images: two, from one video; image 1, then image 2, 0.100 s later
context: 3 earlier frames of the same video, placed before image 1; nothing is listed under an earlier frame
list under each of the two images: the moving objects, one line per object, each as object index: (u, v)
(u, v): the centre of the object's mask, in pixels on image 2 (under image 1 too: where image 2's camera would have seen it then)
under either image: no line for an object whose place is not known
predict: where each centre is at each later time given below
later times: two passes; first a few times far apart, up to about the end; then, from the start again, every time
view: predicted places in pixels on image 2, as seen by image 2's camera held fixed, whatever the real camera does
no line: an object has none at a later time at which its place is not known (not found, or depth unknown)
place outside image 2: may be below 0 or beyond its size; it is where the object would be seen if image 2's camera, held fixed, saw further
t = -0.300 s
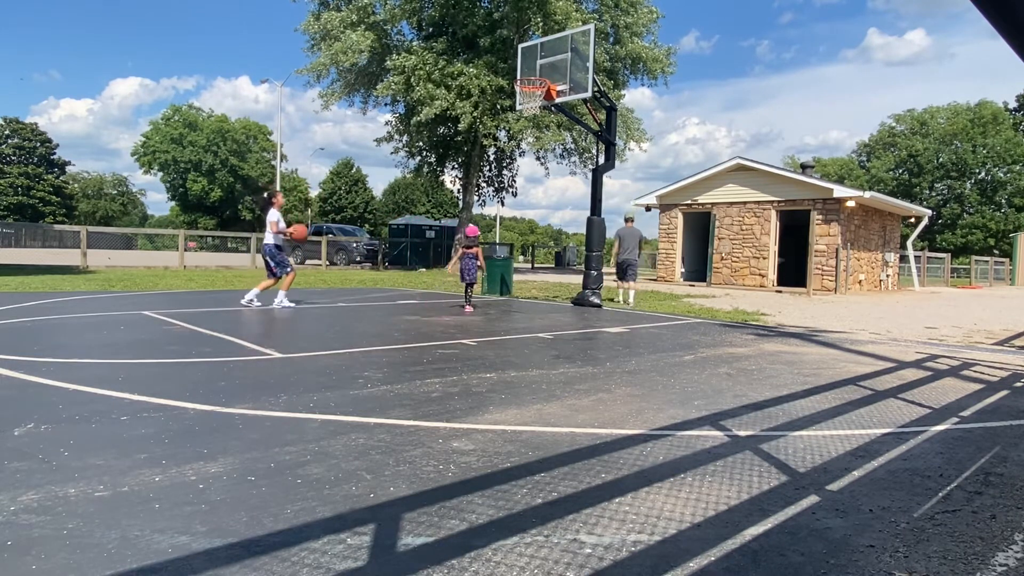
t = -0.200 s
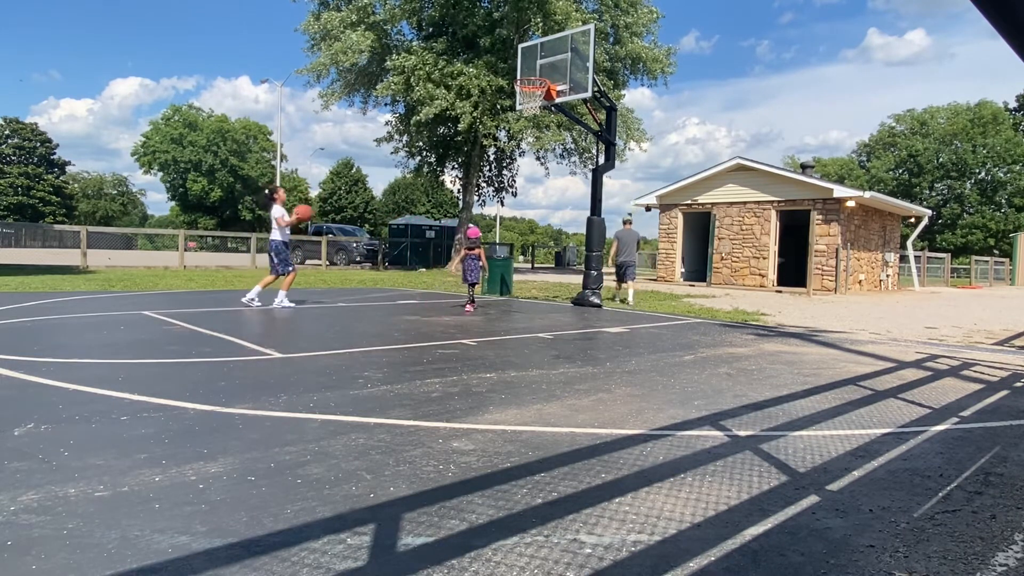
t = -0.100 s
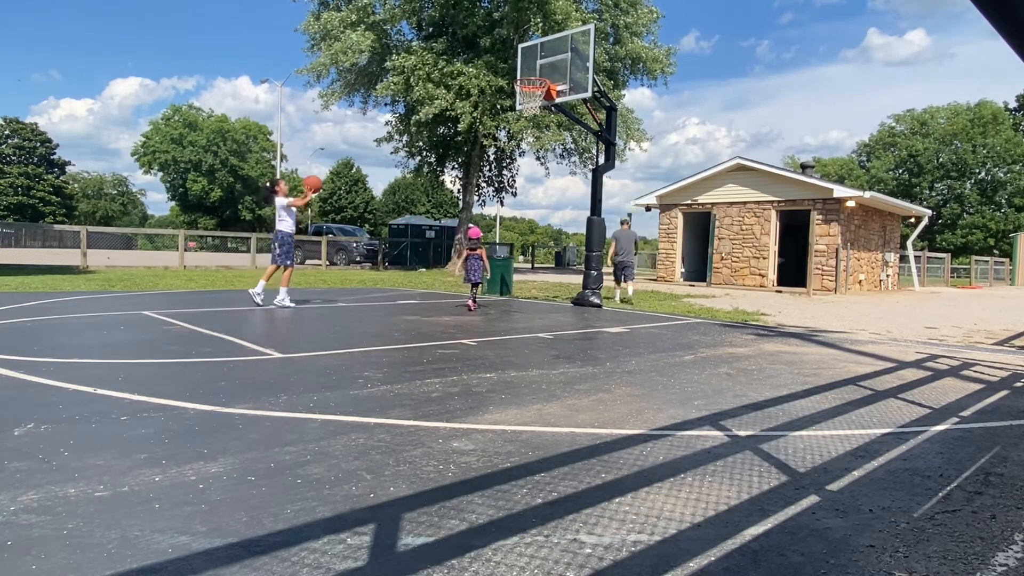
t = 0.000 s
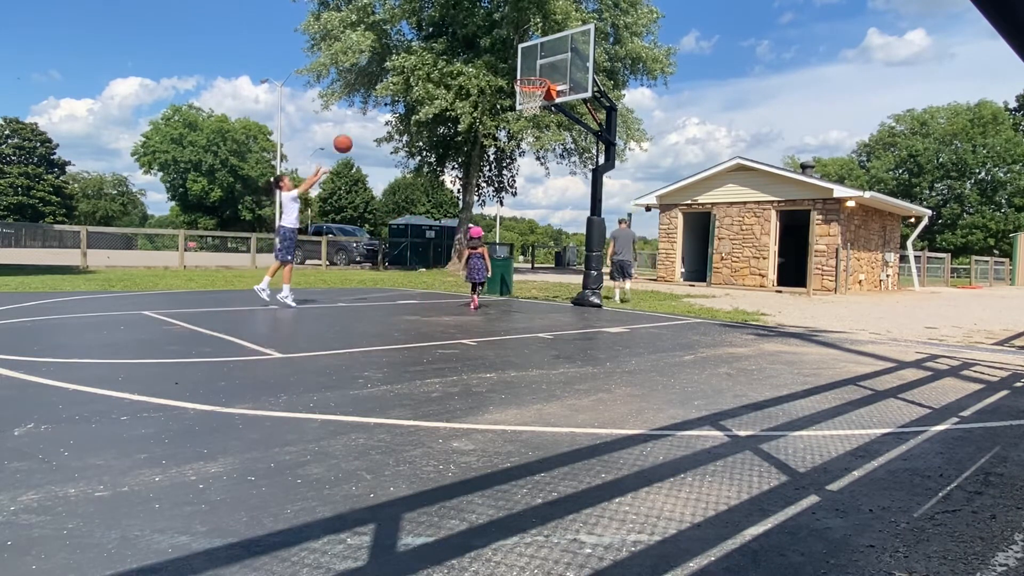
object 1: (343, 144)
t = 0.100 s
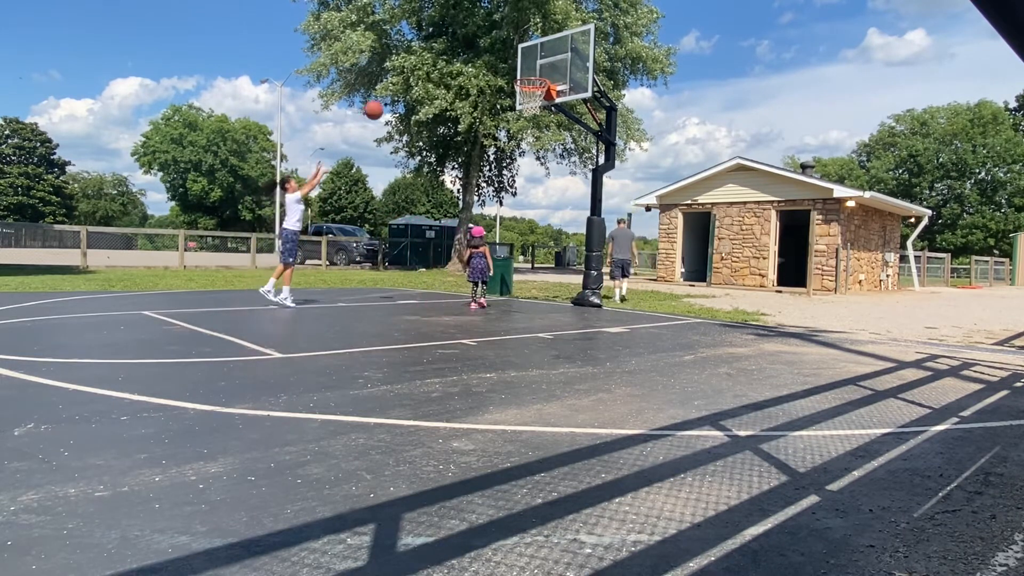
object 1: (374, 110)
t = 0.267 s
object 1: (423, 73)
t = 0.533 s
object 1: (495, 60)
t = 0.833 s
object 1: (521, 59)
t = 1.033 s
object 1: (501, 40)
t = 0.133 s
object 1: (384, 101)
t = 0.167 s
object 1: (394, 92)
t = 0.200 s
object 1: (403, 85)
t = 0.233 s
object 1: (413, 78)
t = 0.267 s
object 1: (423, 73)
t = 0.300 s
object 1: (433, 67)
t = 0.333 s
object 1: (442, 64)
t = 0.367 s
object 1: (451, 61)
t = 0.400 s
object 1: (460, 59)
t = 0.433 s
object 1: (469, 58)
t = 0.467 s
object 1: (478, 58)
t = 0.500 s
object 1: (487, 58)
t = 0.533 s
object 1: (495, 60)
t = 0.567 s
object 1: (504, 62)
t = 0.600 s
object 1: (512, 65)
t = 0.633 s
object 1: (520, 68)
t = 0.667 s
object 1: (529, 71)
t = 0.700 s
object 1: (534, 73)
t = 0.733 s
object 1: (530, 74)
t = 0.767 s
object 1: (528, 71)
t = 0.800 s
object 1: (524, 66)
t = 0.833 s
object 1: (521, 59)
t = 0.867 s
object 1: (518, 54)
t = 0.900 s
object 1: (515, 50)
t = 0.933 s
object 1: (511, 47)
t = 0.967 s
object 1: (508, 44)
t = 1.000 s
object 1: (505, 42)
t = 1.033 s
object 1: (501, 40)
